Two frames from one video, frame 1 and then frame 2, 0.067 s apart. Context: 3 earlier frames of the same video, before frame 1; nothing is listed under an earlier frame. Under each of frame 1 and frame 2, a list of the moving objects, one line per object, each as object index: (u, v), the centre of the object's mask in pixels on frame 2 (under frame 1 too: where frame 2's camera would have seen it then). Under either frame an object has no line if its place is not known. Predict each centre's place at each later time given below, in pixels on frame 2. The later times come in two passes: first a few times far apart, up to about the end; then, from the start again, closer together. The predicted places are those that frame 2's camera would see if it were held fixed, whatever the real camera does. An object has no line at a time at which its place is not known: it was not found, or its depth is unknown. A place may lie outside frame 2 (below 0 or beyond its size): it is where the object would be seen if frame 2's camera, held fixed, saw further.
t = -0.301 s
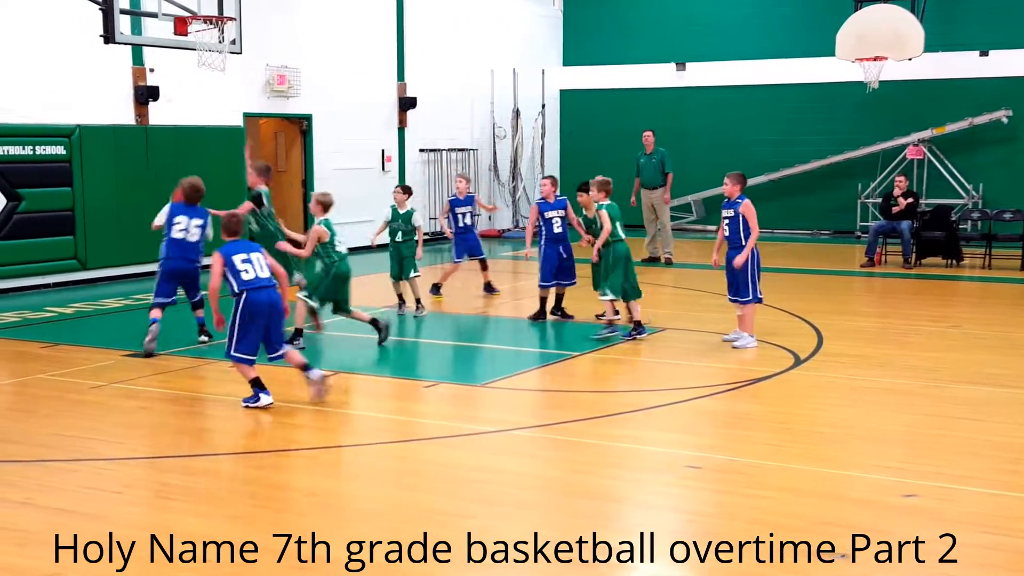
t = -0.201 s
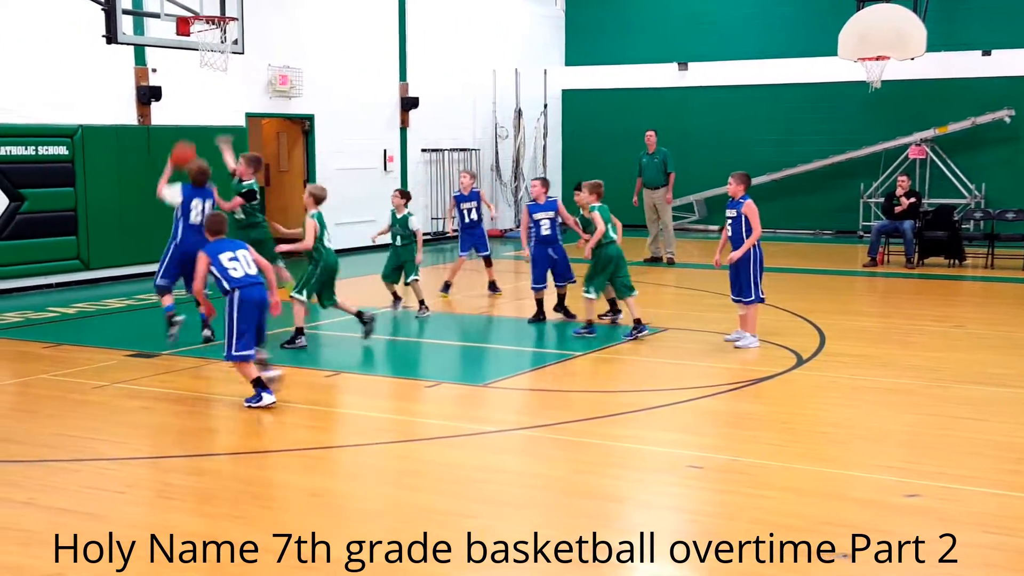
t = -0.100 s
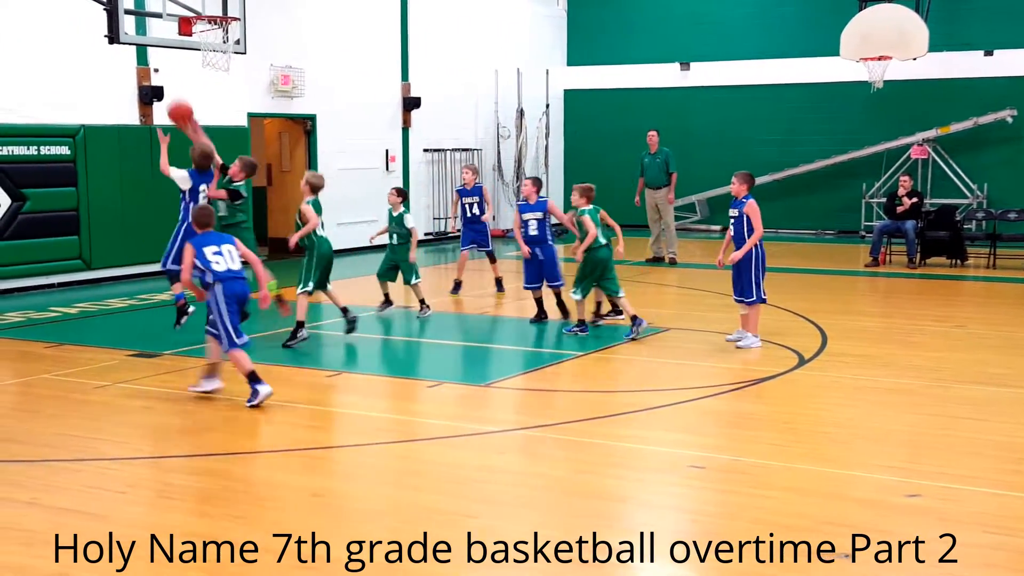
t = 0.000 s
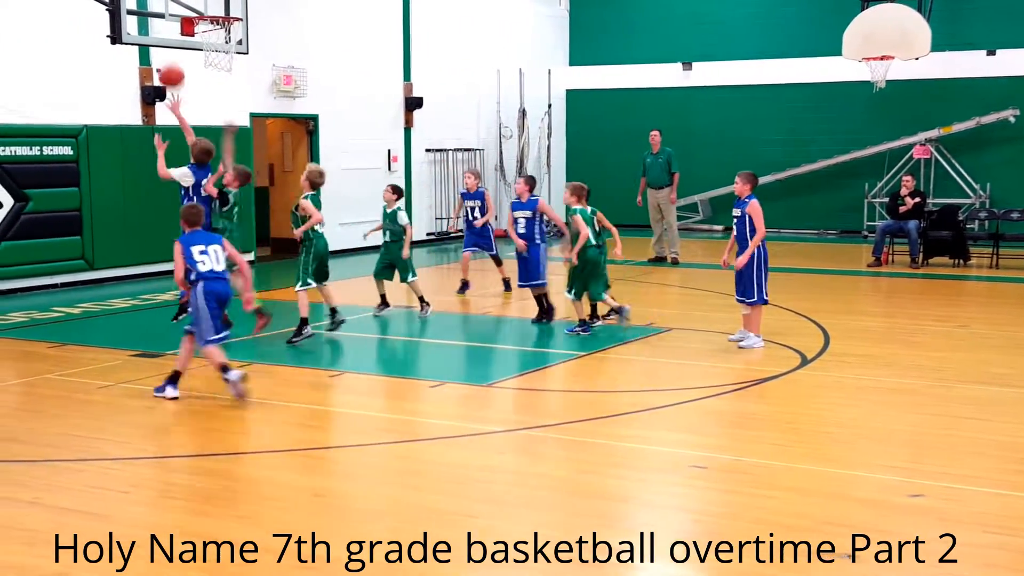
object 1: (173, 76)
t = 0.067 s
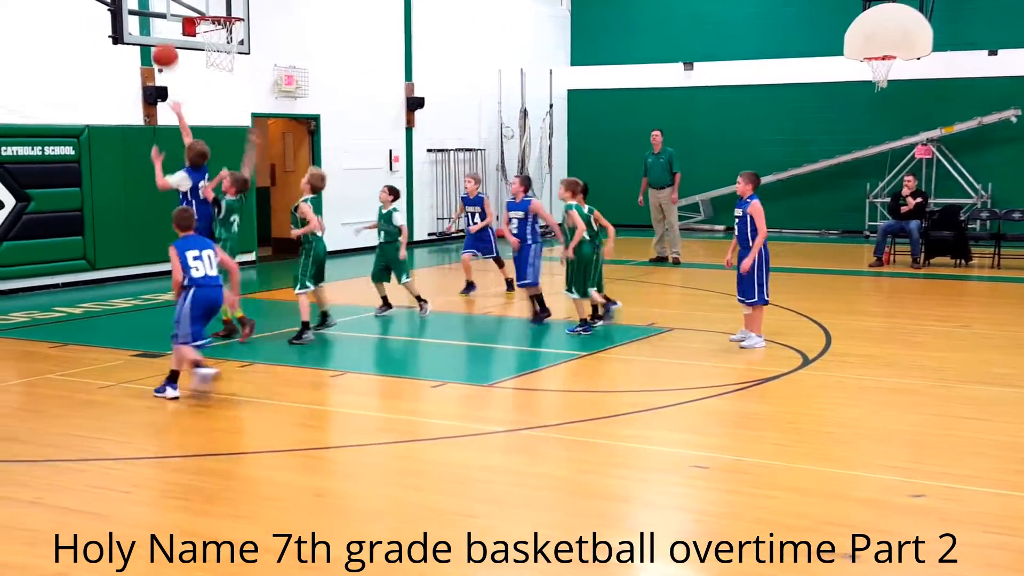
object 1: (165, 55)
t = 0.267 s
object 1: (143, 21)
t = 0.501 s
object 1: (120, 35)
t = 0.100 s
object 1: (161, 47)
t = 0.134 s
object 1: (157, 39)
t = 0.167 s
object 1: (153, 33)
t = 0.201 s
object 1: (150, 27)
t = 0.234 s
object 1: (147, 24)
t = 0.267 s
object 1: (143, 21)
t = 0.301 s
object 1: (140, 20)
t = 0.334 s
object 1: (136, 19)
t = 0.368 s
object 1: (133, 20)
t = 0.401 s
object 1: (130, 22)
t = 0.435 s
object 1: (126, 25)
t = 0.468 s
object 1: (123, 29)
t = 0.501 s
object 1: (120, 35)
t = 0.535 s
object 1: (117, 41)
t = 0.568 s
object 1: (114, 49)
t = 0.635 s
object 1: (109, 70)
